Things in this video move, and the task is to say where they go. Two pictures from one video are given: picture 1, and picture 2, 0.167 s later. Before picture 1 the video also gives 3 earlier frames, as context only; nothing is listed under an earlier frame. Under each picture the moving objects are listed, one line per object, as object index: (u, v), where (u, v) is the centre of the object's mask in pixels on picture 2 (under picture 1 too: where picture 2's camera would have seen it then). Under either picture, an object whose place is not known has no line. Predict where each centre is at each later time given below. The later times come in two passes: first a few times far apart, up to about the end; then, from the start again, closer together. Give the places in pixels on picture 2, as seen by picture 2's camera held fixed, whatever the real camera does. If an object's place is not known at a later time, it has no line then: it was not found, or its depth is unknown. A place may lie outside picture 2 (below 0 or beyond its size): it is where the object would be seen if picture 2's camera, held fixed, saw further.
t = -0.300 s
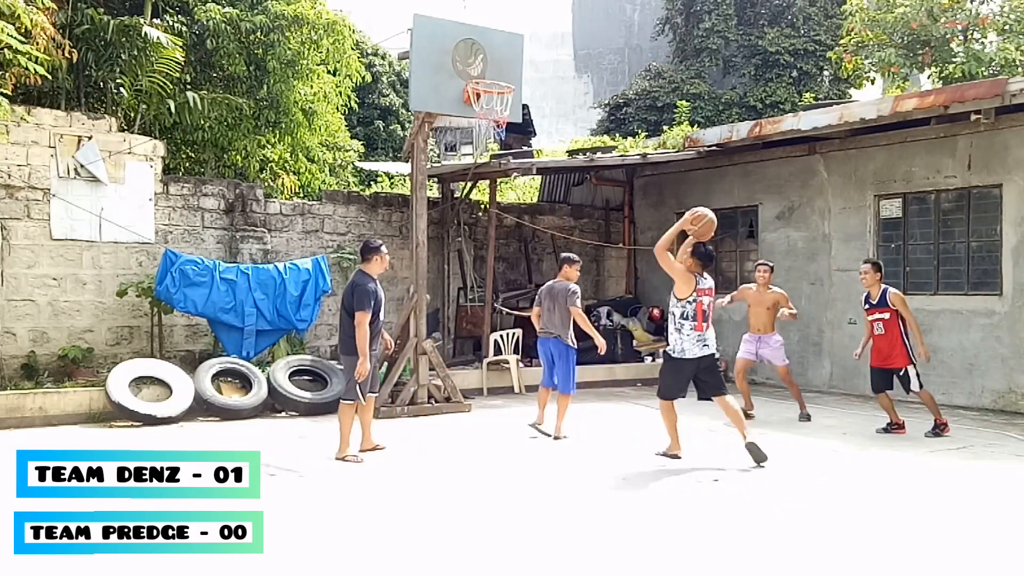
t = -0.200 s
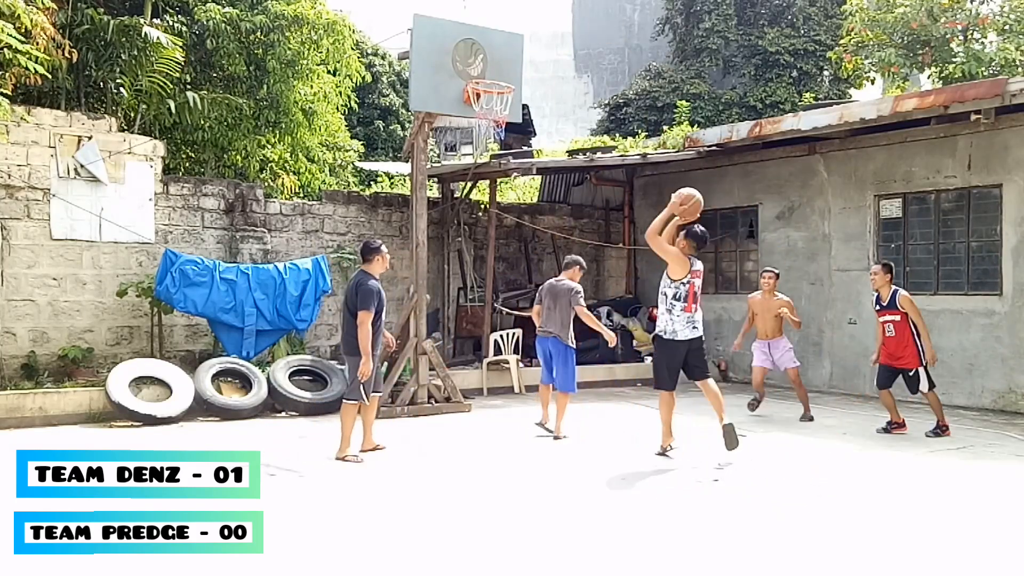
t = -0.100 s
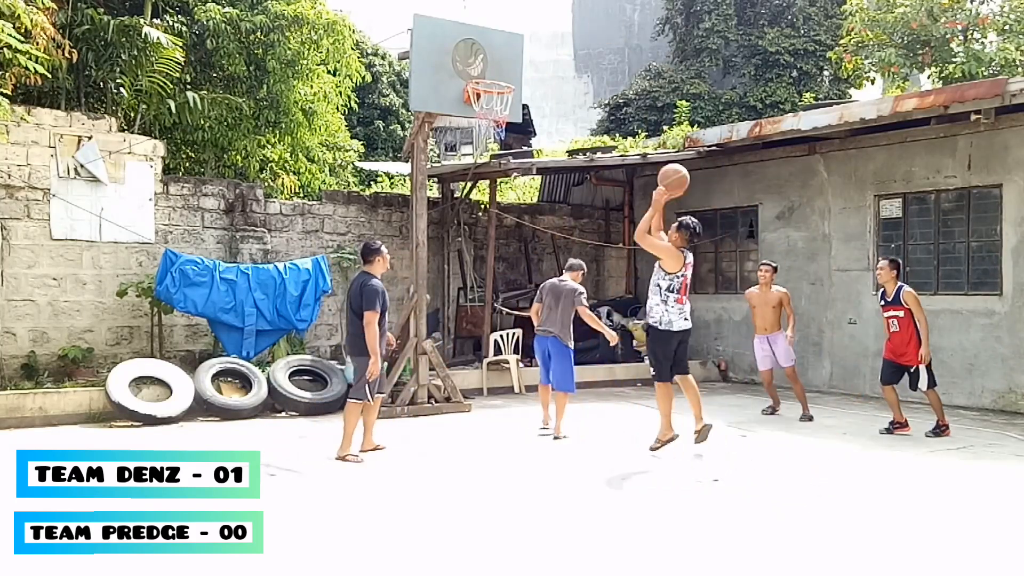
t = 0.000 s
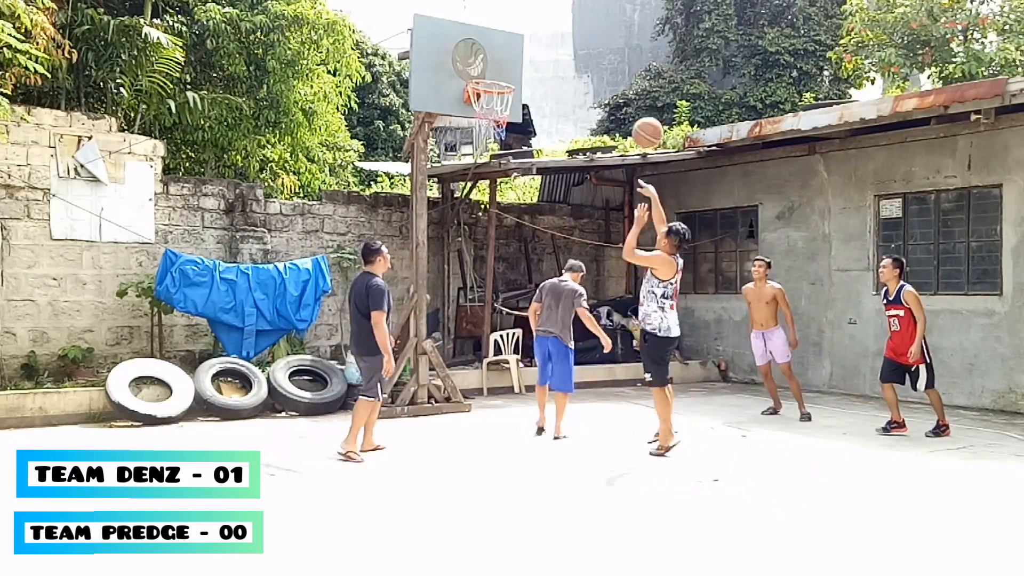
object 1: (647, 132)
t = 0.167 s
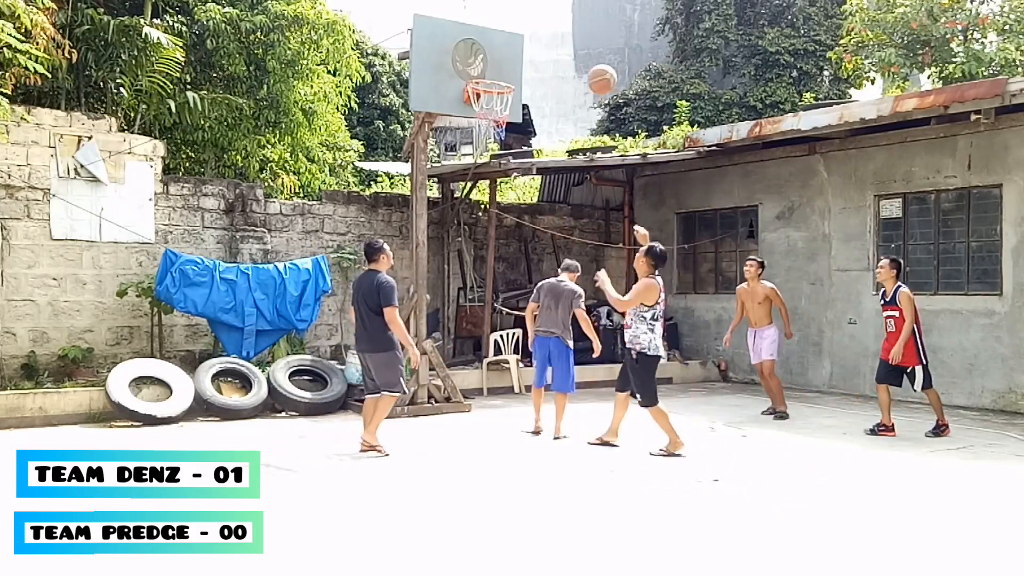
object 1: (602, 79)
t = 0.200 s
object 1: (593, 73)
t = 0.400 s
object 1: (541, 63)
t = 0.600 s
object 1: (518, 72)
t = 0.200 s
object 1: (593, 73)
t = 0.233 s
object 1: (584, 68)
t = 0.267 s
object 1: (576, 64)
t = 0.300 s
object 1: (567, 62)
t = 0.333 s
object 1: (558, 62)
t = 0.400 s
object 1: (541, 63)
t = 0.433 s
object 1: (533, 66)
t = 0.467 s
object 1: (525, 69)
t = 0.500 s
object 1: (517, 73)
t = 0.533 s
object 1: (516, 73)
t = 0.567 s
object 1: (517, 72)
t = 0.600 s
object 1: (518, 72)
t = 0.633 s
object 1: (519, 72)
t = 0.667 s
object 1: (520, 73)
